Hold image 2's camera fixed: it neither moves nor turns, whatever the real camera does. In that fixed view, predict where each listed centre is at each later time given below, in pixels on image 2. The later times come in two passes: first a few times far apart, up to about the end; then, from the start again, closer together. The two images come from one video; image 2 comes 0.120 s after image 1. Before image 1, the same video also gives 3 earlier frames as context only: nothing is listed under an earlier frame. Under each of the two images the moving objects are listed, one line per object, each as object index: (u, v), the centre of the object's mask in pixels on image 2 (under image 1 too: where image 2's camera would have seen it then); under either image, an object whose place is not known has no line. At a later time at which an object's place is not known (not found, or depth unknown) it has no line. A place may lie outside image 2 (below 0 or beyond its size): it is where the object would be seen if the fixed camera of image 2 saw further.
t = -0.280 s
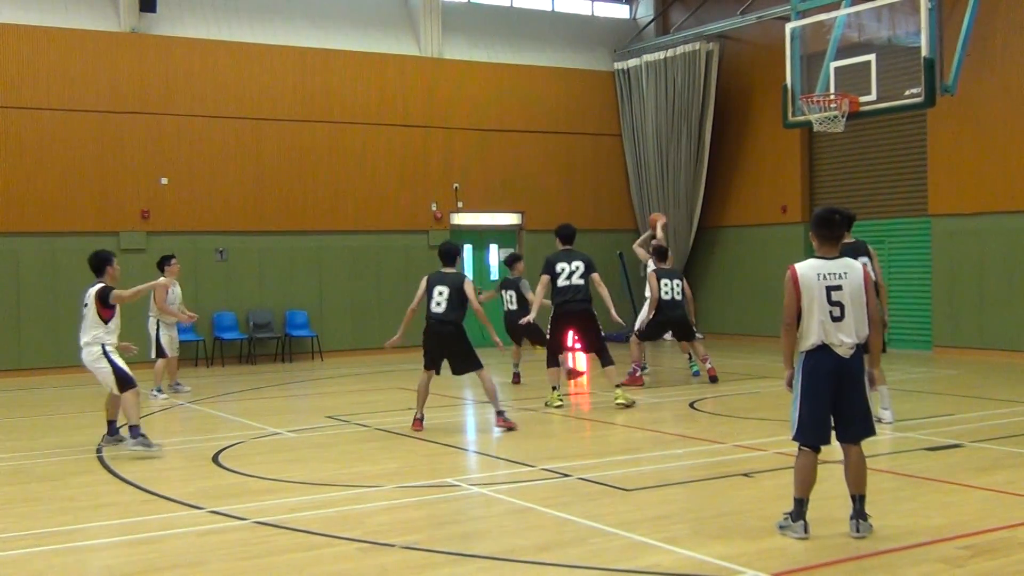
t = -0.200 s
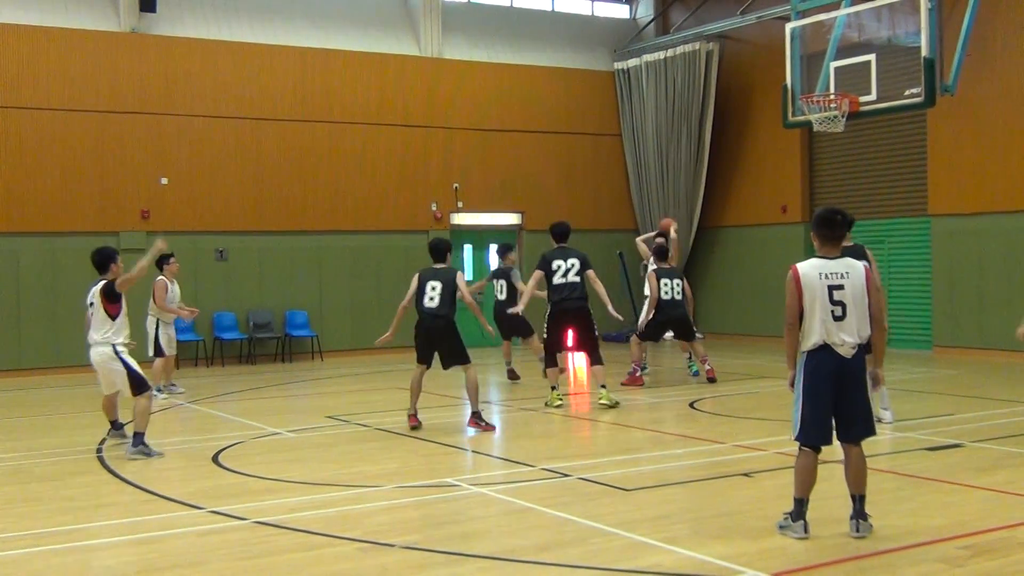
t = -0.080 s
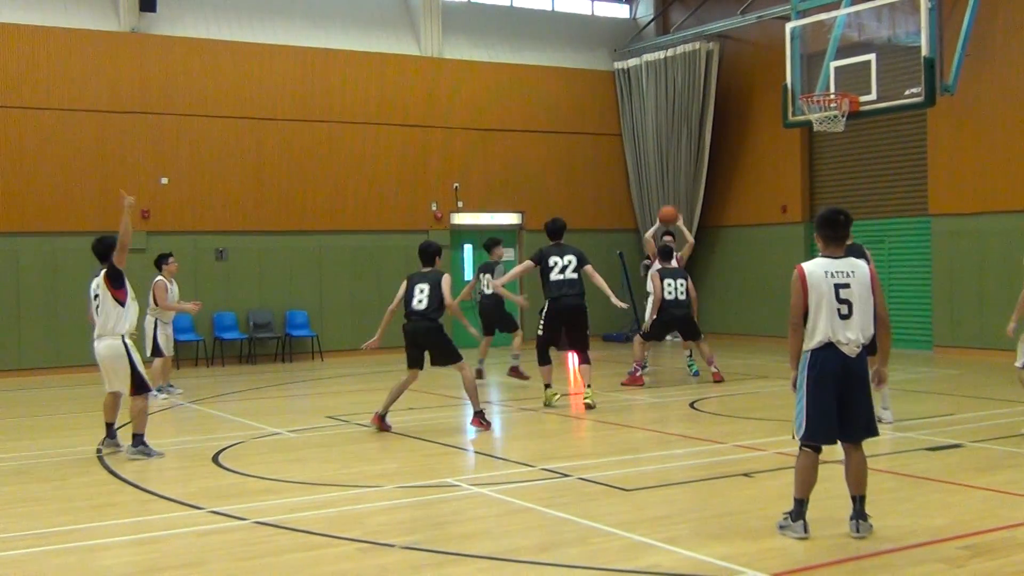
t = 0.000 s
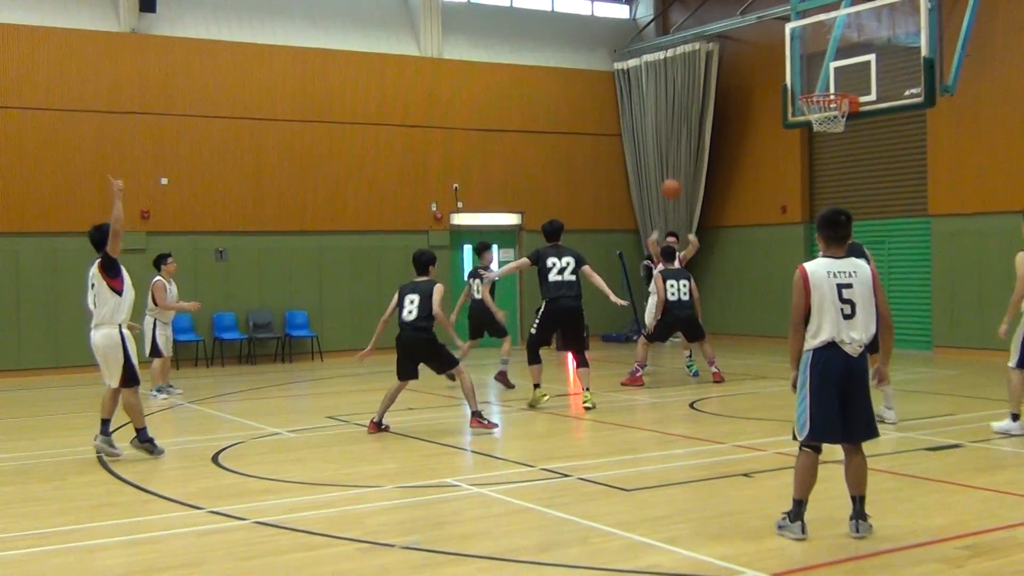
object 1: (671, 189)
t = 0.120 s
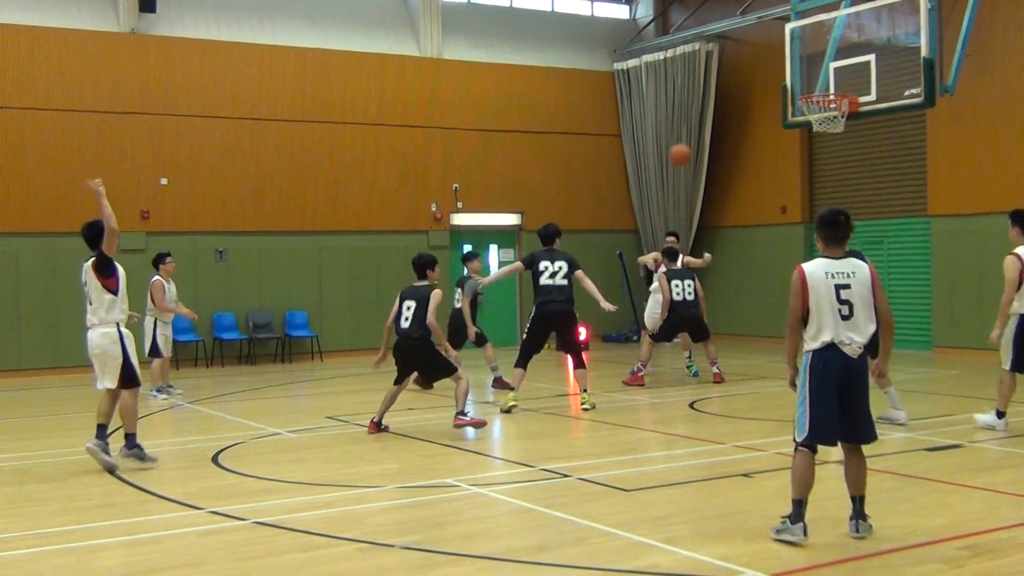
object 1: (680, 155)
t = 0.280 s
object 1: (698, 120)
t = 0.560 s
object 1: (750, 105)
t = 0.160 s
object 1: (684, 145)
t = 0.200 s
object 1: (688, 136)
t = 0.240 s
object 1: (693, 128)
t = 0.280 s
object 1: (698, 120)
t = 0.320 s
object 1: (704, 114)
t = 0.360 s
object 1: (710, 109)
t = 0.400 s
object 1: (717, 104)
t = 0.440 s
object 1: (724, 102)
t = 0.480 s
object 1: (732, 102)
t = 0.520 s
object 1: (741, 103)
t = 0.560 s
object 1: (750, 105)
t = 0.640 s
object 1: (775, 117)
